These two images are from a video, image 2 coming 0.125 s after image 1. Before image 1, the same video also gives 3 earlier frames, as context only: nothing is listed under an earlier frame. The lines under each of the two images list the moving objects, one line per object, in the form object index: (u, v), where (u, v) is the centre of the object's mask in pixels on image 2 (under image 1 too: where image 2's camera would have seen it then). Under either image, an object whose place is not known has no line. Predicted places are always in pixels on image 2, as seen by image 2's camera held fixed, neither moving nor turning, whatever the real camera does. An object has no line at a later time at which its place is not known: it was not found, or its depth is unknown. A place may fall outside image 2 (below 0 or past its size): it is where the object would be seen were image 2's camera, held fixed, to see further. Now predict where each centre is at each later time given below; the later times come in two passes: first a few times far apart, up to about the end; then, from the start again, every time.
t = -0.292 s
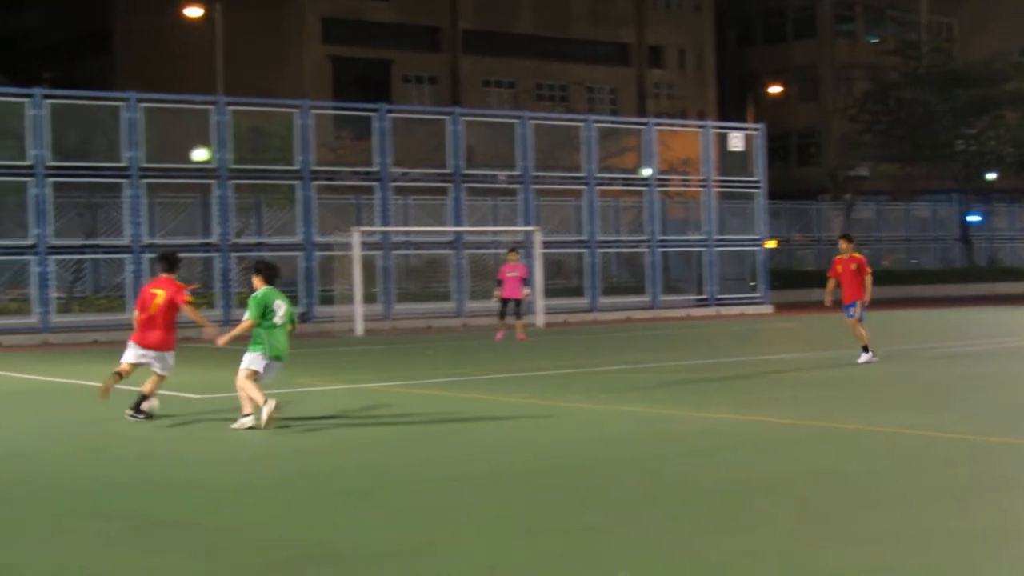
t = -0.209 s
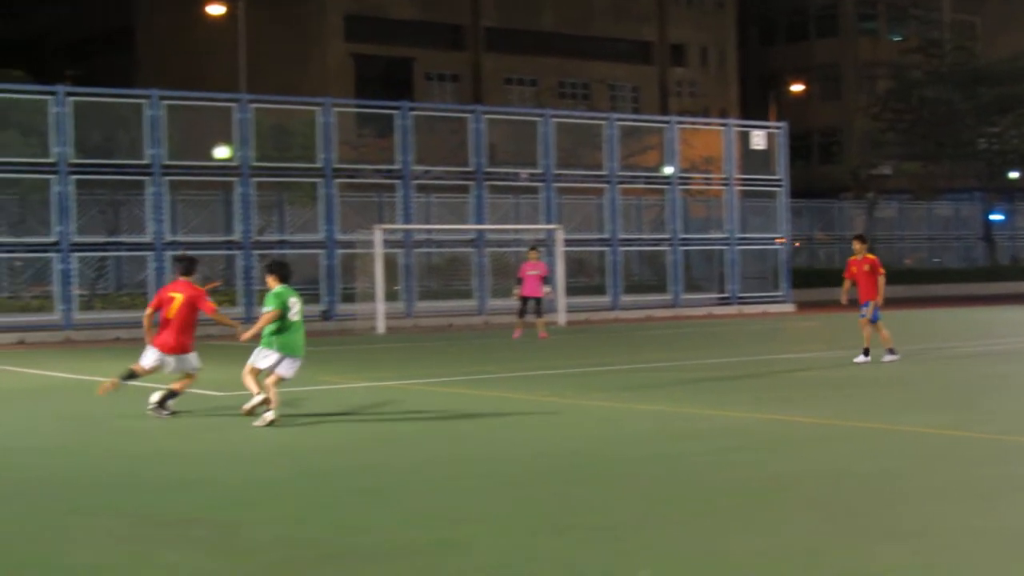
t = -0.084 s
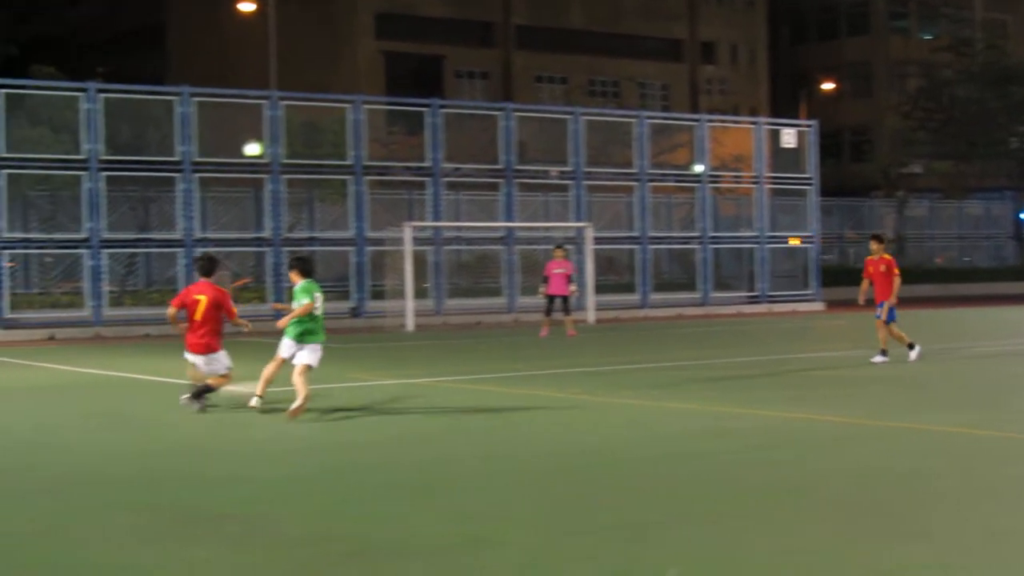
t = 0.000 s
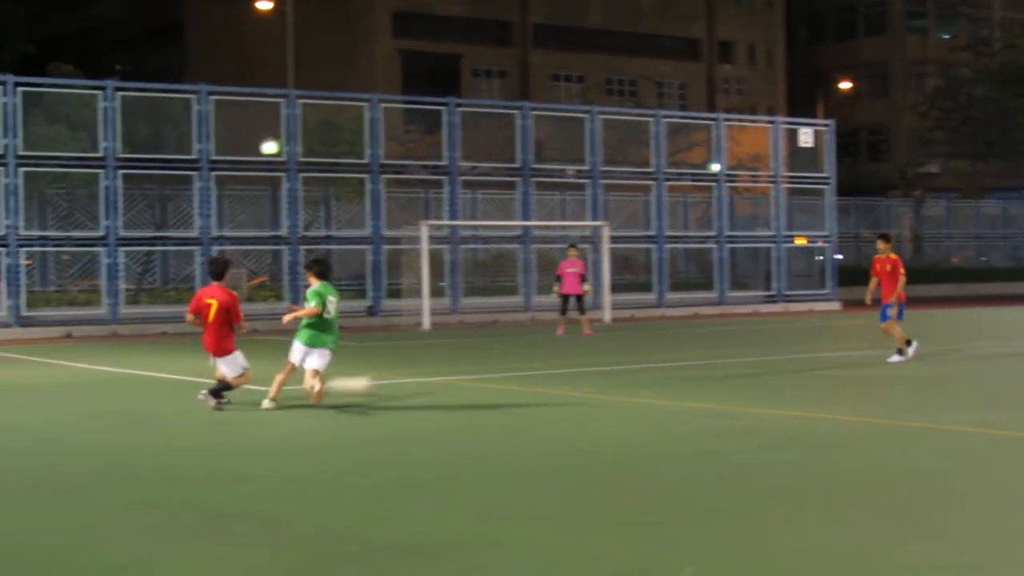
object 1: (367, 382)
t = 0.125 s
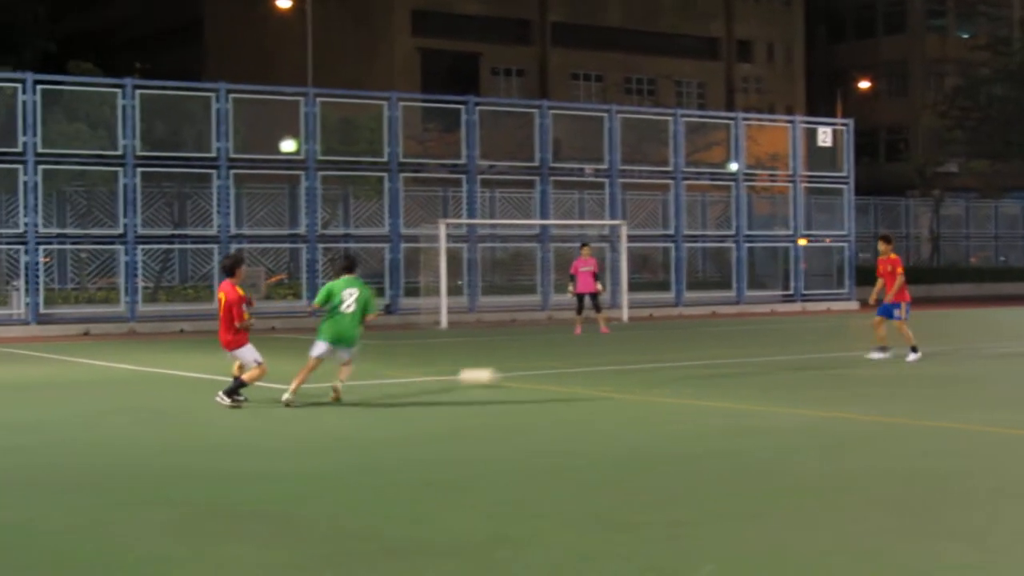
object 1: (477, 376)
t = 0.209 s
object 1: (539, 371)
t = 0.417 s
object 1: (661, 365)
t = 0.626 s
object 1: (744, 359)
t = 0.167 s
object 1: (510, 374)
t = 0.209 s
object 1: (539, 371)
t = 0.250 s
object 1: (567, 370)
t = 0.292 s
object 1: (594, 370)
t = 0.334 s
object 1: (617, 367)
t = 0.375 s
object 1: (640, 365)
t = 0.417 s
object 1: (661, 365)
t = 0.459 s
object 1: (679, 363)
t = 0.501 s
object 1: (696, 361)
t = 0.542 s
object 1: (712, 360)
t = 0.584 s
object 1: (728, 361)
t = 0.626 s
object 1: (744, 359)
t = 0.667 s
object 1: (758, 358)
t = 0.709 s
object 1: (772, 357)
